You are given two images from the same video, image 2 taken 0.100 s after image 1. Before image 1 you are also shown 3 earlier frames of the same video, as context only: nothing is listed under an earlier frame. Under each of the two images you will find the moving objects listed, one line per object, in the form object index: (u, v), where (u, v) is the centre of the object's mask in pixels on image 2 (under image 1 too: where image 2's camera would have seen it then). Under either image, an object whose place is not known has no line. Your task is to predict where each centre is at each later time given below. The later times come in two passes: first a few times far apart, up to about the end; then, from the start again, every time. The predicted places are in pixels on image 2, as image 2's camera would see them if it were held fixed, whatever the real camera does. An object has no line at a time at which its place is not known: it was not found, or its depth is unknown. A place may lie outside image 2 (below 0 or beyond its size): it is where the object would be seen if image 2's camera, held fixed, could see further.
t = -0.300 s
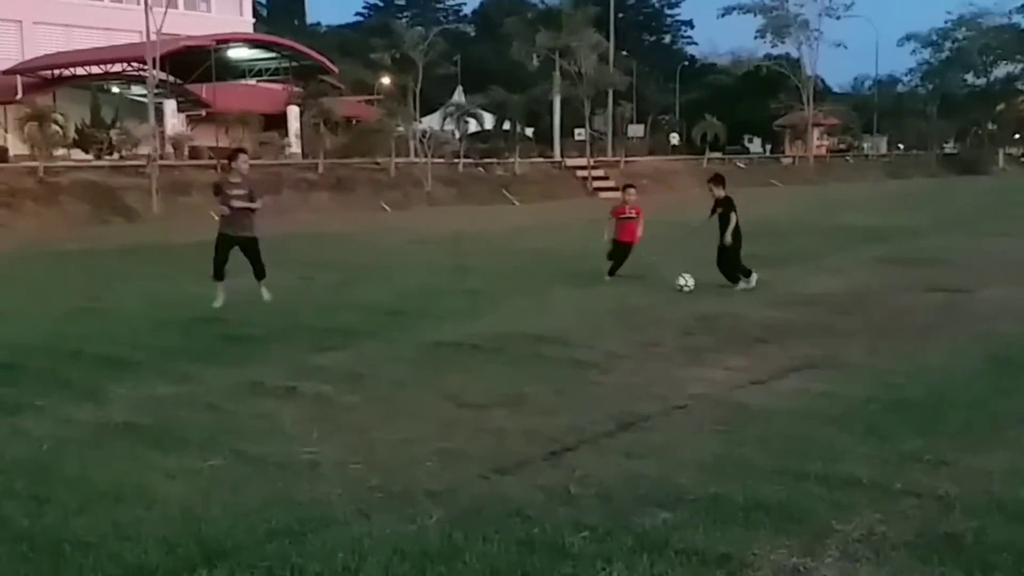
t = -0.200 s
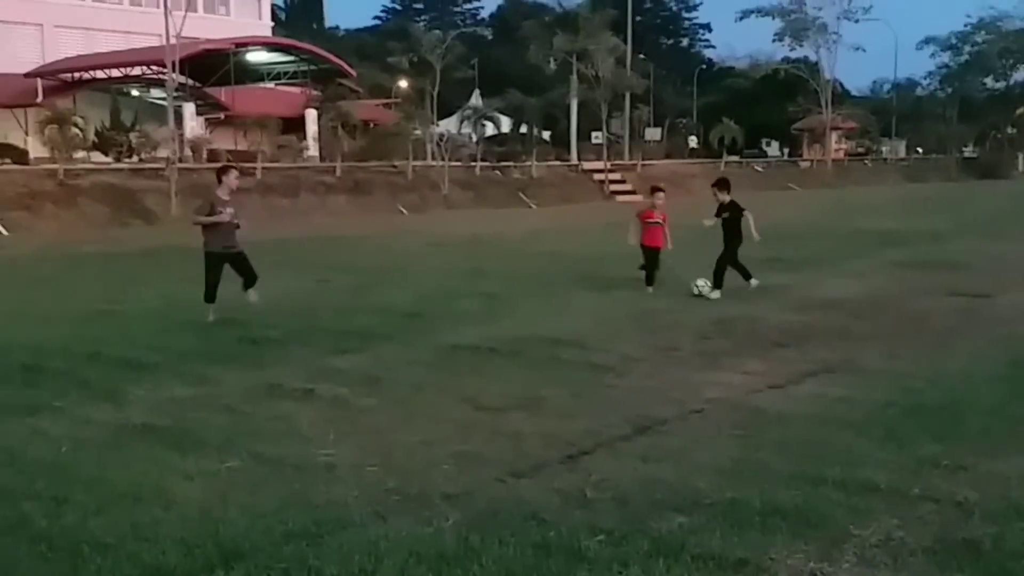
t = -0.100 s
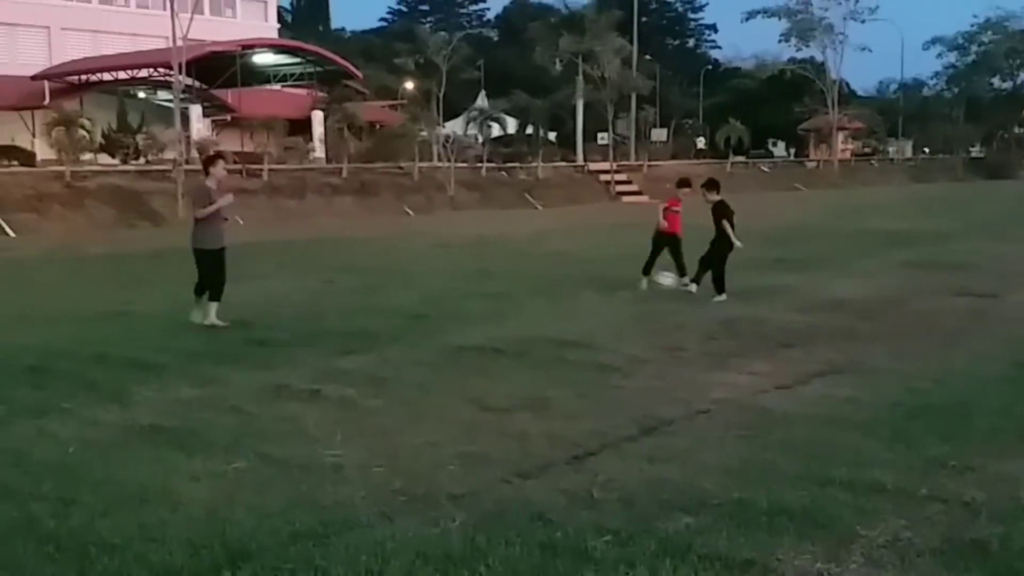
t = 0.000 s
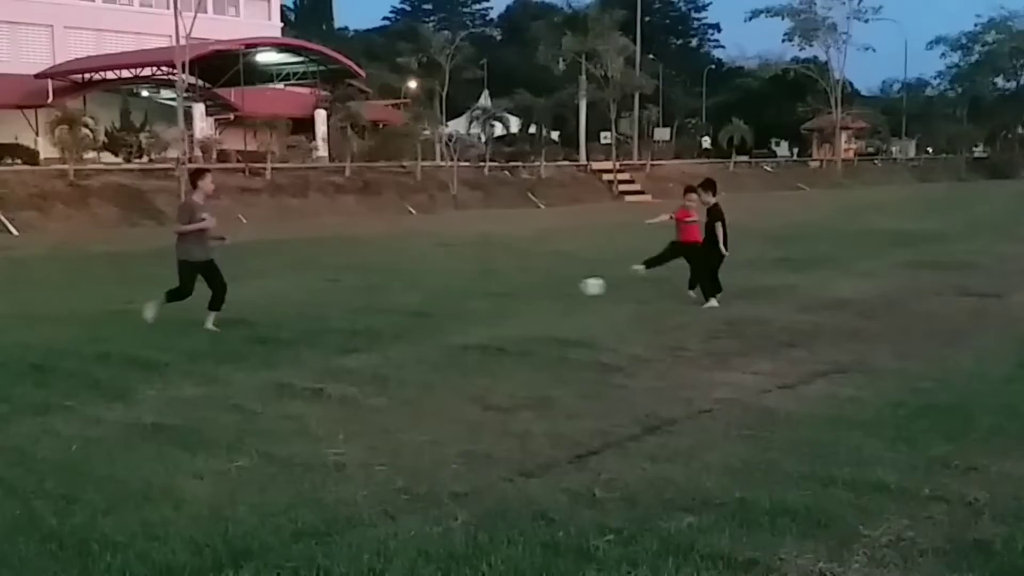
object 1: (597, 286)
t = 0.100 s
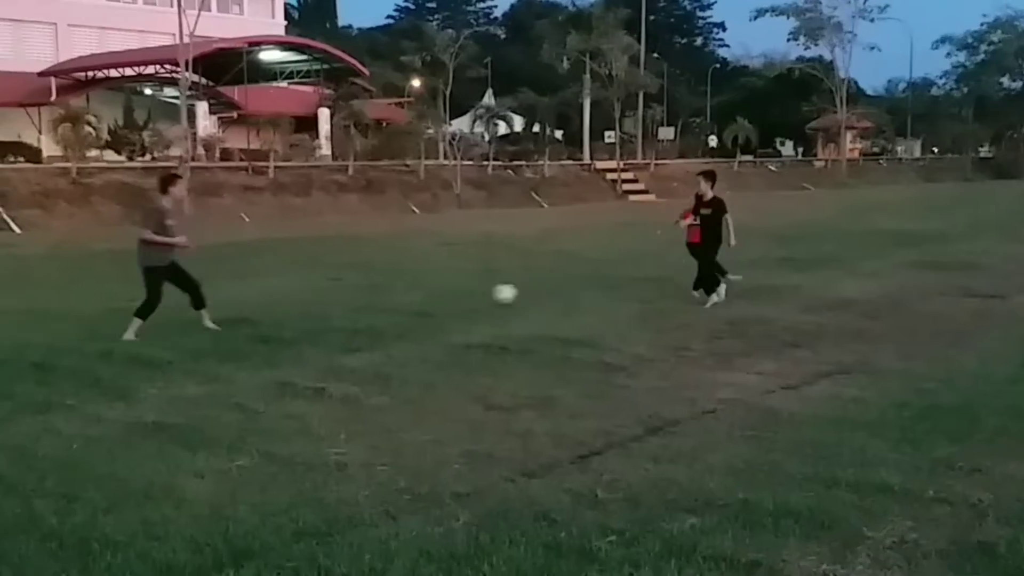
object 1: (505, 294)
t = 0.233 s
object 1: (440, 297)
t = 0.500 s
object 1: (339, 301)
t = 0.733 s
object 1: (281, 304)
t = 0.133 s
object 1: (482, 298)
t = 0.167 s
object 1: (465, 296)
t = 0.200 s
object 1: (456, 296)
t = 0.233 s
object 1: (440, 297)
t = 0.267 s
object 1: (425, 298)
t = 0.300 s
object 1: (411, 298)
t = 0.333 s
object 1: (397, 299)
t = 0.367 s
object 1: (384, 299)
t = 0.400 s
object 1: (373, 299)
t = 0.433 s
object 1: (361, 300)
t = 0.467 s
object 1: (349, 301)
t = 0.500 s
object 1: (339, 301)
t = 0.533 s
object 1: (329, 301)
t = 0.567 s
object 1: (319, 301)
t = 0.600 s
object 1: (310, 302)
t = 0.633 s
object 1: (300, 303)
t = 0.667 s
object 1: (292, 303)
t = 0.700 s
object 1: (284, 304)
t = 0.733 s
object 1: (281, 304)
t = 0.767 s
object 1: (269, 306)
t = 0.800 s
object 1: (262, 306)
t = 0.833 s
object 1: (256, 306)
